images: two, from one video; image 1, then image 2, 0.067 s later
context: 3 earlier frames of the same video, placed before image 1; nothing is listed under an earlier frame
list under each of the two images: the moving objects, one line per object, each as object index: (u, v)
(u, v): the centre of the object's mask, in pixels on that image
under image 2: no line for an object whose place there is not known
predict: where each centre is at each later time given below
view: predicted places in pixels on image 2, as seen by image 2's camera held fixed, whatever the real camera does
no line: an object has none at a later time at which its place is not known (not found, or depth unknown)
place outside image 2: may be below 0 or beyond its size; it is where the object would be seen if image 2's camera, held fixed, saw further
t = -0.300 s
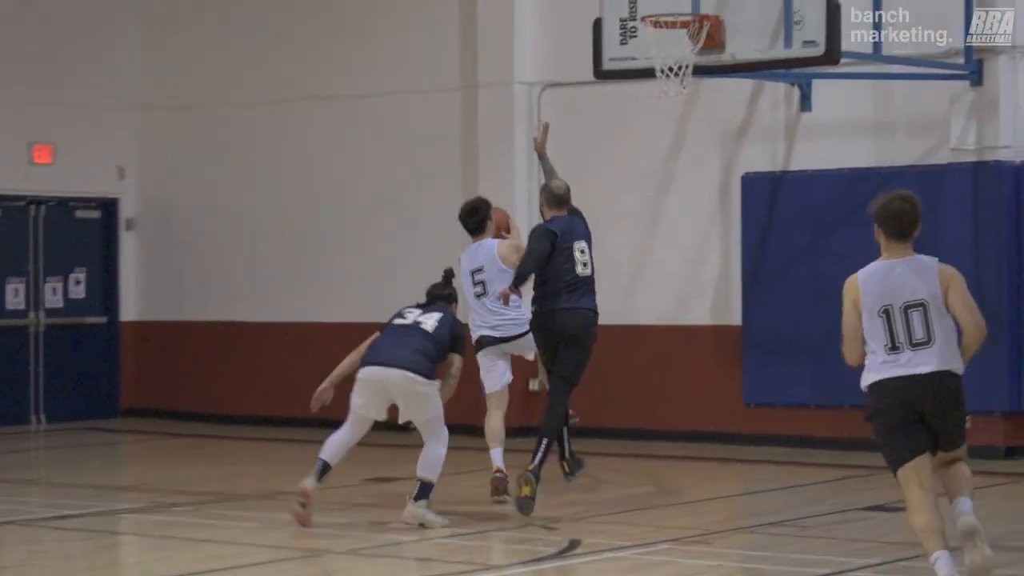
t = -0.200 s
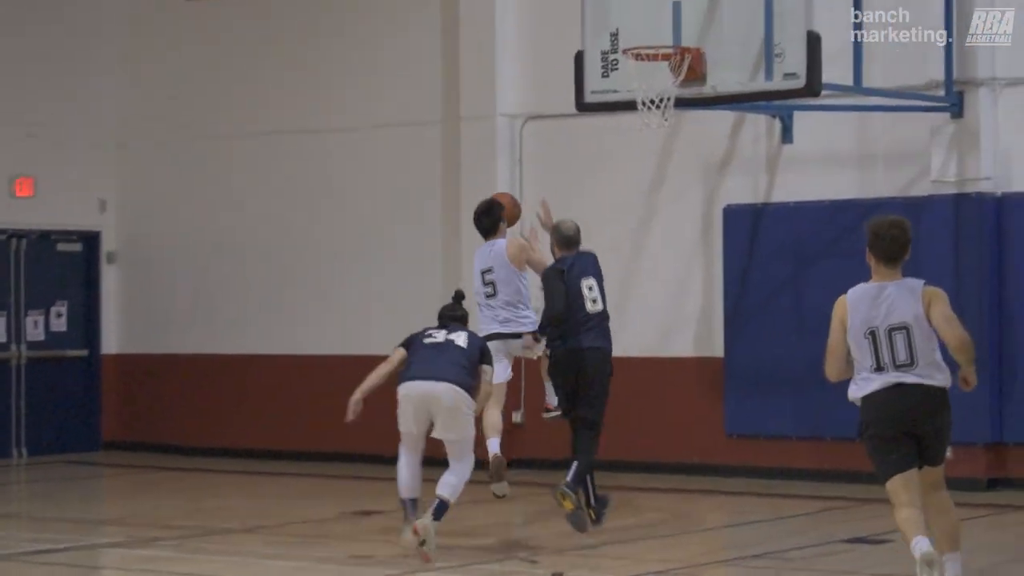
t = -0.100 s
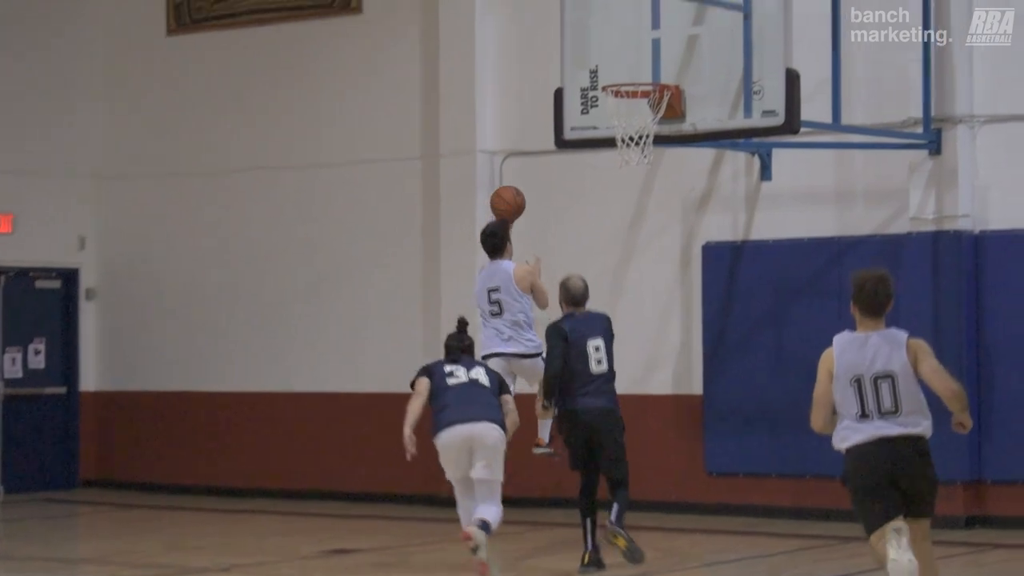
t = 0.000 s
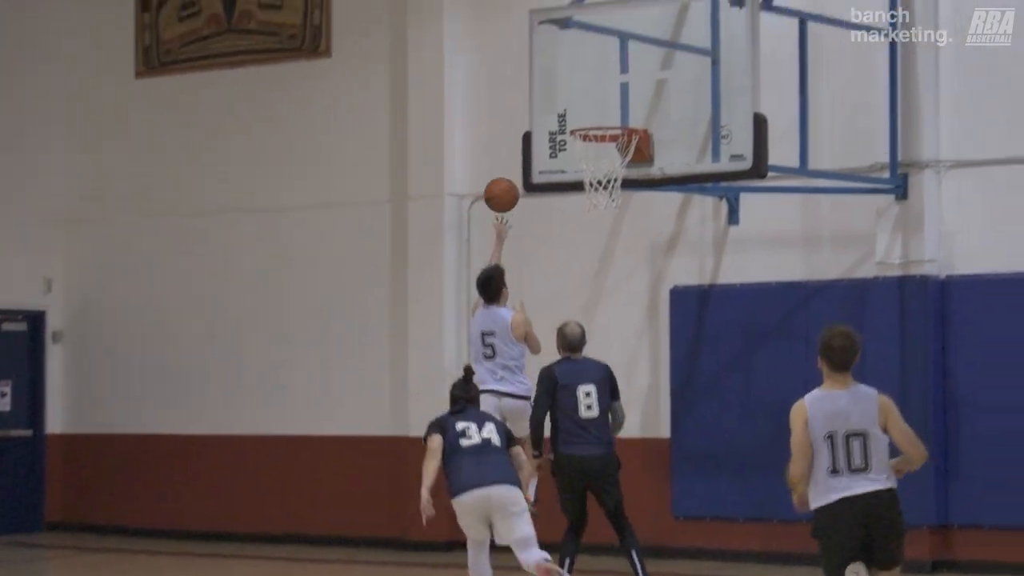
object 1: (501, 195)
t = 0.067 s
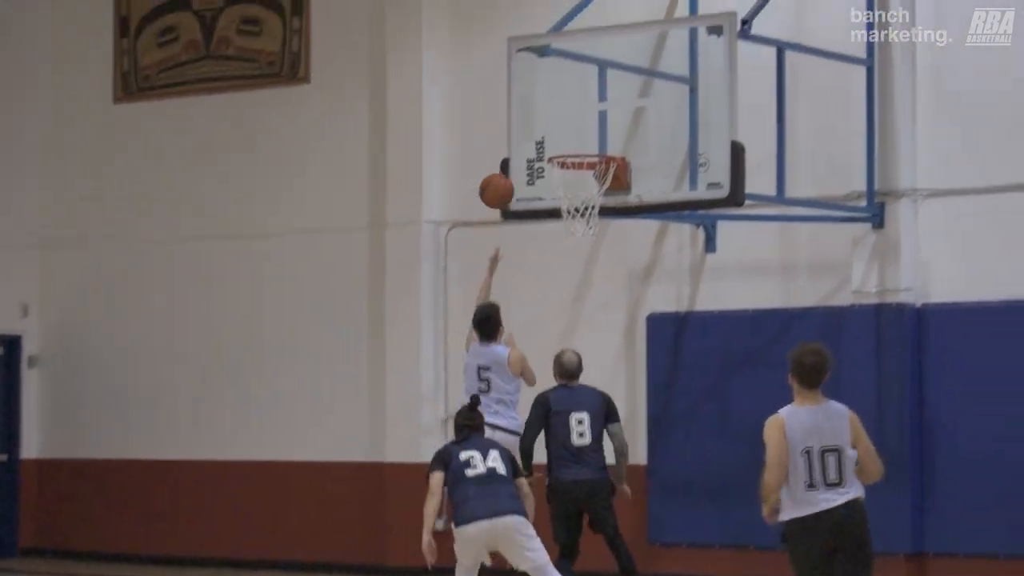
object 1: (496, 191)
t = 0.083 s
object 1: (501, 184)
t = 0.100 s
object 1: (505, 178)
